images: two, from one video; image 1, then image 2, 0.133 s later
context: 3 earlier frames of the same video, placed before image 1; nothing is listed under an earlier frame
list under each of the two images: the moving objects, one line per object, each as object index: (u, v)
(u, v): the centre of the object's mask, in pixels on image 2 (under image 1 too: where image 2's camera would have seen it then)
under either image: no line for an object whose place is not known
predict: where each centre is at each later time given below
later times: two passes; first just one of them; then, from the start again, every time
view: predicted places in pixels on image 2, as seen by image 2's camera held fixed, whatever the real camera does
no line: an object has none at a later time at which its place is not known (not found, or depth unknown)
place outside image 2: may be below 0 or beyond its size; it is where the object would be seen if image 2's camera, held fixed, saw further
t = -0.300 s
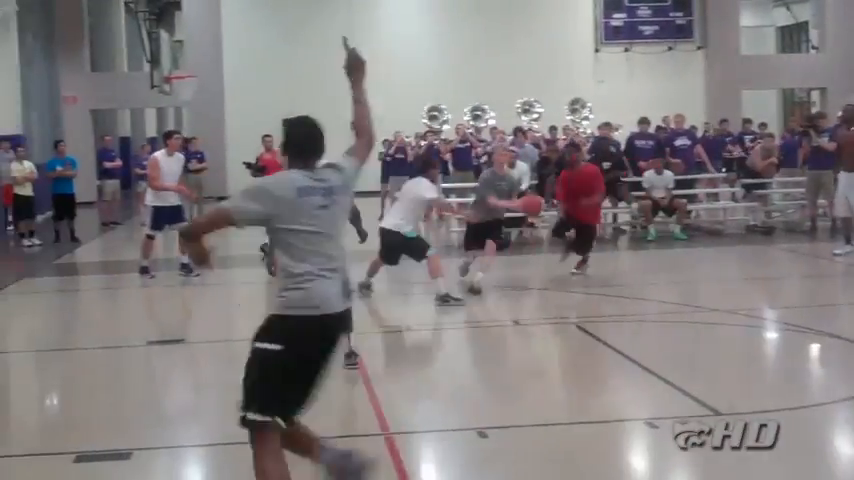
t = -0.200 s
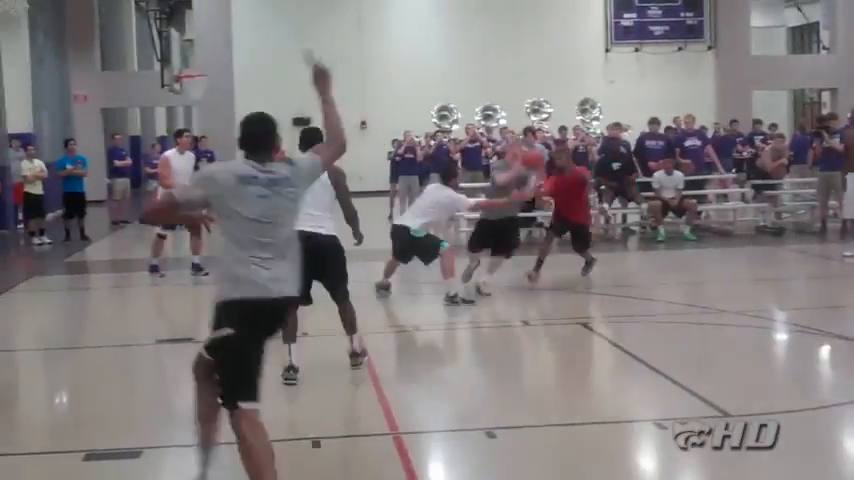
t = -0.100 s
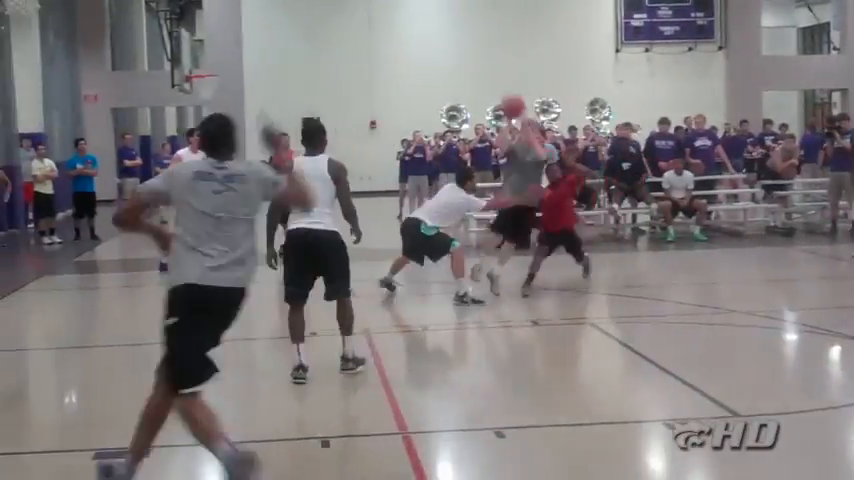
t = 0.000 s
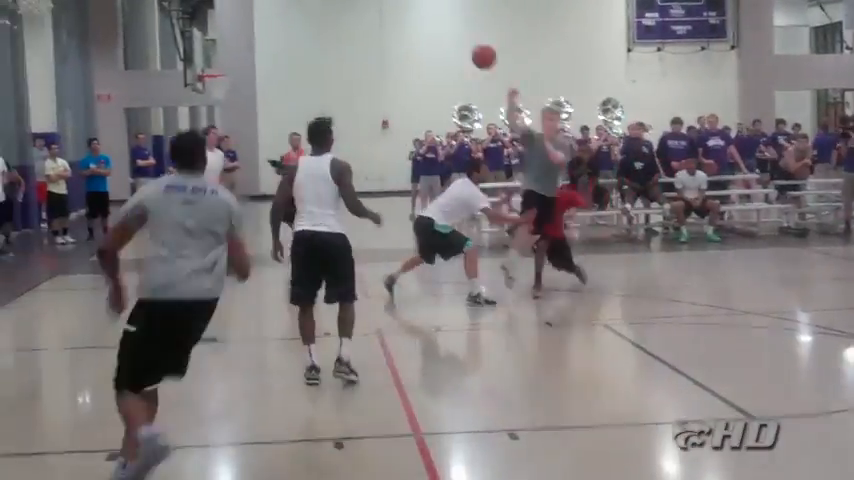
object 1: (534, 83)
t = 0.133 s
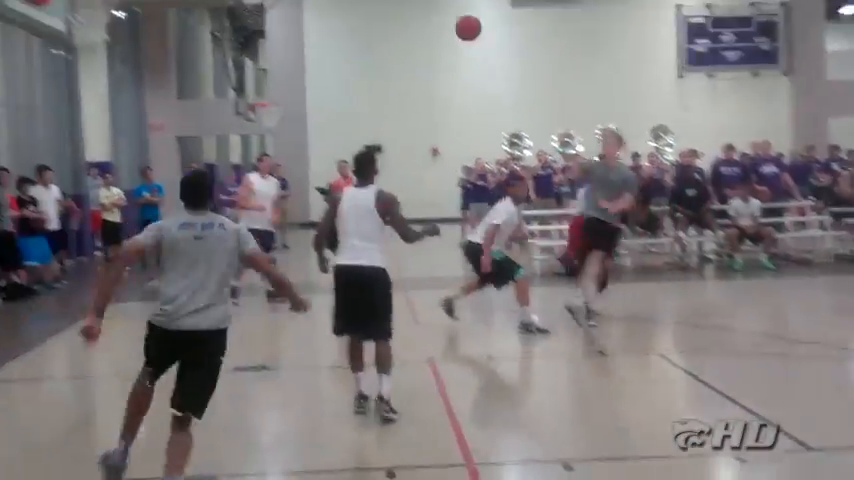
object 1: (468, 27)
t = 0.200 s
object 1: (432, 4)
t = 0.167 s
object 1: (451, 16)
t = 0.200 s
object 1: (432, 4)
